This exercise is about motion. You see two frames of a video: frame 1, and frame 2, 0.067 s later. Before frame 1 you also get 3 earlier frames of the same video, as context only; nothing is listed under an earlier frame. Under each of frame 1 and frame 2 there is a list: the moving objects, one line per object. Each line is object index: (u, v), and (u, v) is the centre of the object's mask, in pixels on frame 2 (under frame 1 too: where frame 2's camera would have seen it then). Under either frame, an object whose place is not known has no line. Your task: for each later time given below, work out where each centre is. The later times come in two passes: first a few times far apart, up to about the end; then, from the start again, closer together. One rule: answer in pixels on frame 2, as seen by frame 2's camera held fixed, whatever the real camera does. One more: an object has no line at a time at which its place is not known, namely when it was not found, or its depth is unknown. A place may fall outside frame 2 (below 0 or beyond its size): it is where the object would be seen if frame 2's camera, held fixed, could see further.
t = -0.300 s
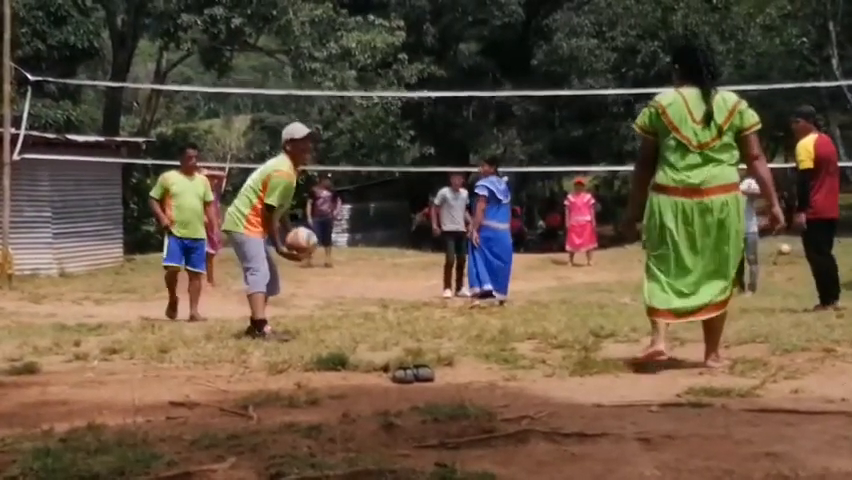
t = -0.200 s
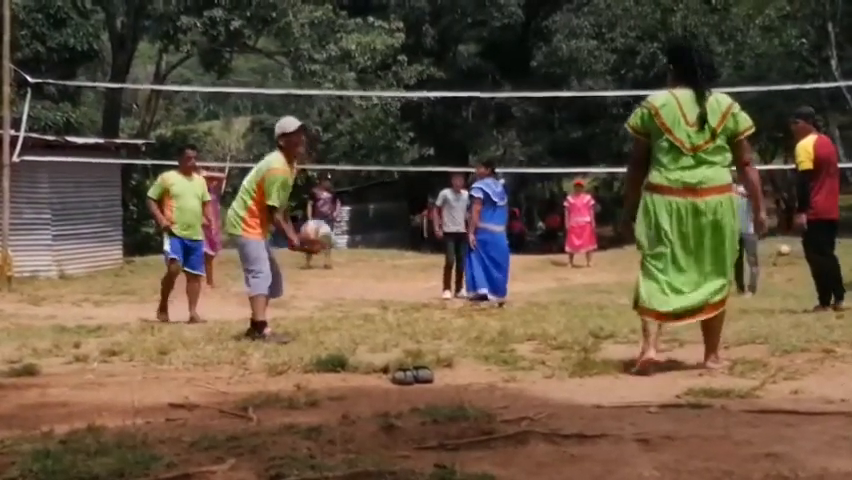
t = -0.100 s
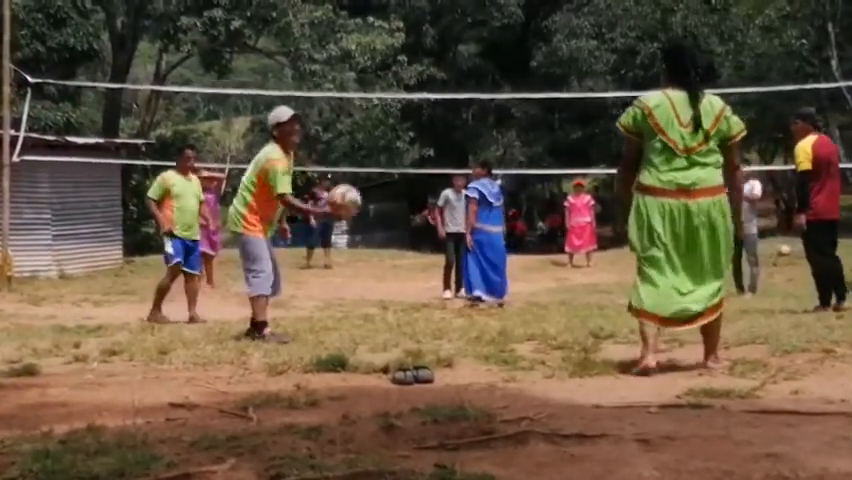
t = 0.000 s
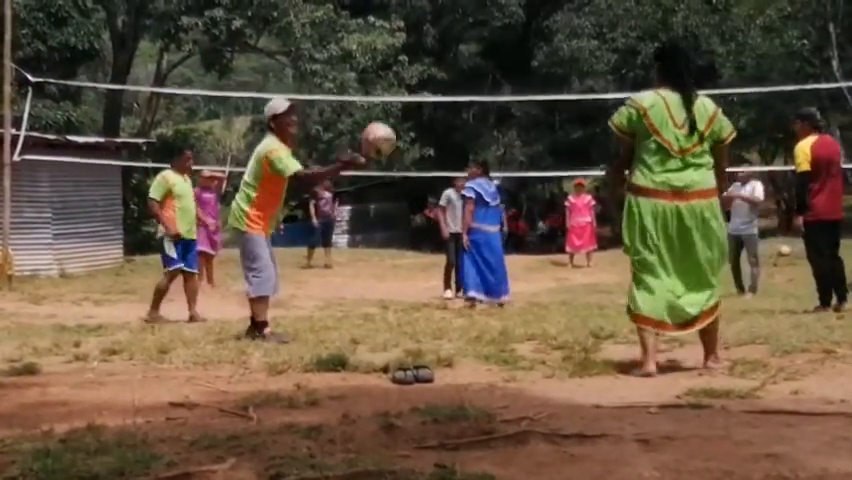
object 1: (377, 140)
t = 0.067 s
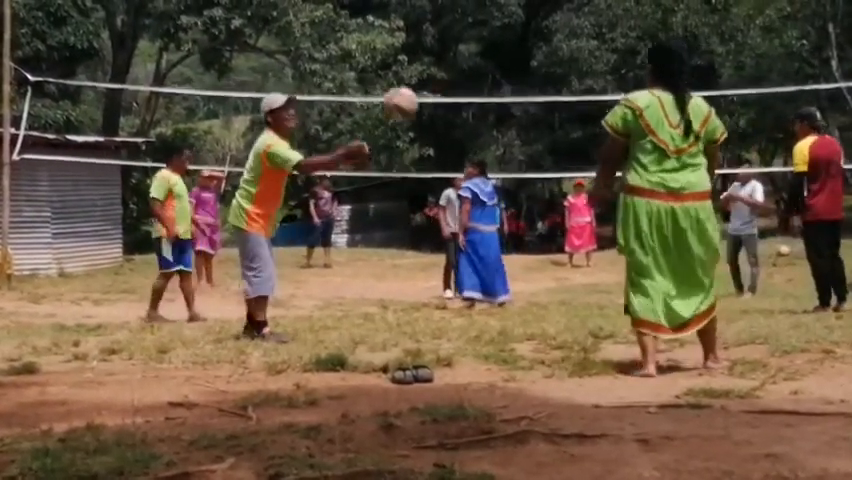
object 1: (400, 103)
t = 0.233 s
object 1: (461, 44)
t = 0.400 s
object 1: (530, 26)
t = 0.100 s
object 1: (412, 89)
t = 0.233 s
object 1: (461, 44)
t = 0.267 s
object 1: (473, 36)
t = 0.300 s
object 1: (486, 30)
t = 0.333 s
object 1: (501, 27)
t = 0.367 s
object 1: (515, 25)
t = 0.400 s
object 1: (530, 26)
